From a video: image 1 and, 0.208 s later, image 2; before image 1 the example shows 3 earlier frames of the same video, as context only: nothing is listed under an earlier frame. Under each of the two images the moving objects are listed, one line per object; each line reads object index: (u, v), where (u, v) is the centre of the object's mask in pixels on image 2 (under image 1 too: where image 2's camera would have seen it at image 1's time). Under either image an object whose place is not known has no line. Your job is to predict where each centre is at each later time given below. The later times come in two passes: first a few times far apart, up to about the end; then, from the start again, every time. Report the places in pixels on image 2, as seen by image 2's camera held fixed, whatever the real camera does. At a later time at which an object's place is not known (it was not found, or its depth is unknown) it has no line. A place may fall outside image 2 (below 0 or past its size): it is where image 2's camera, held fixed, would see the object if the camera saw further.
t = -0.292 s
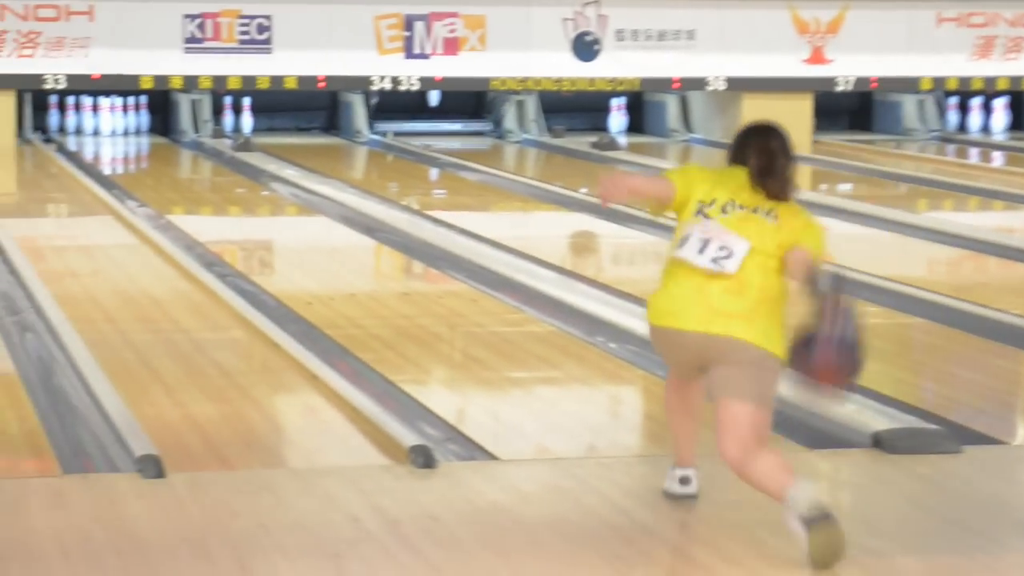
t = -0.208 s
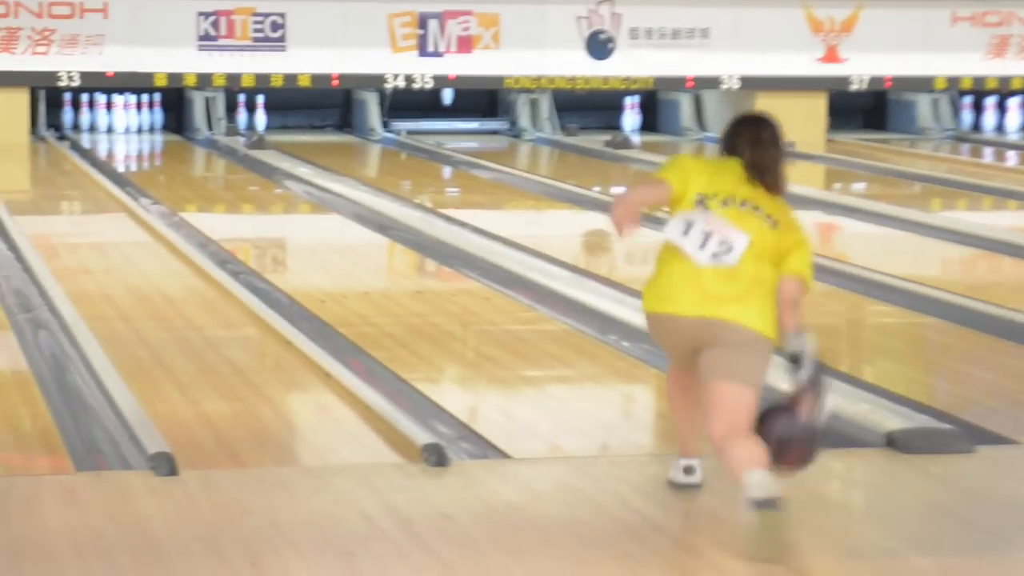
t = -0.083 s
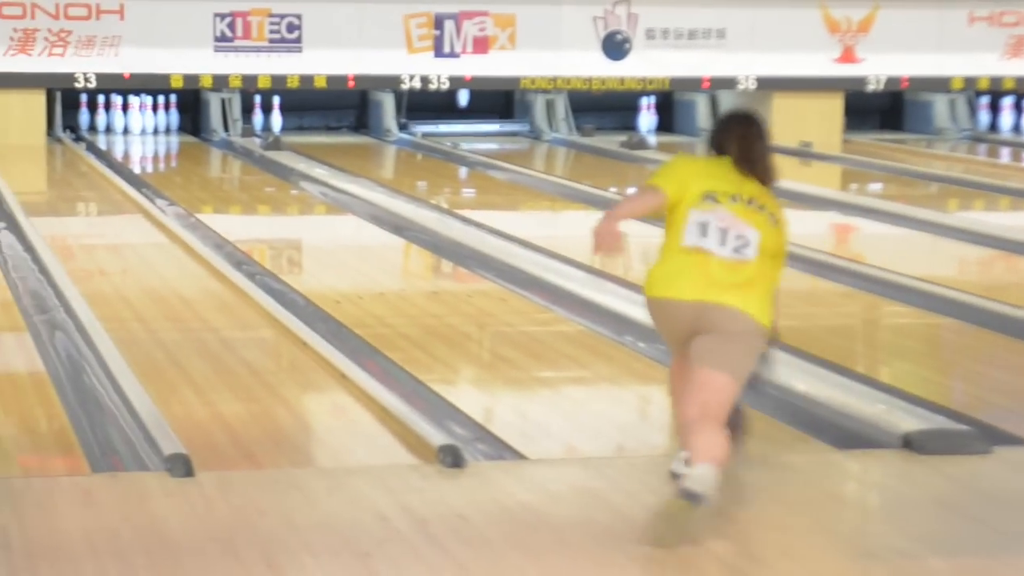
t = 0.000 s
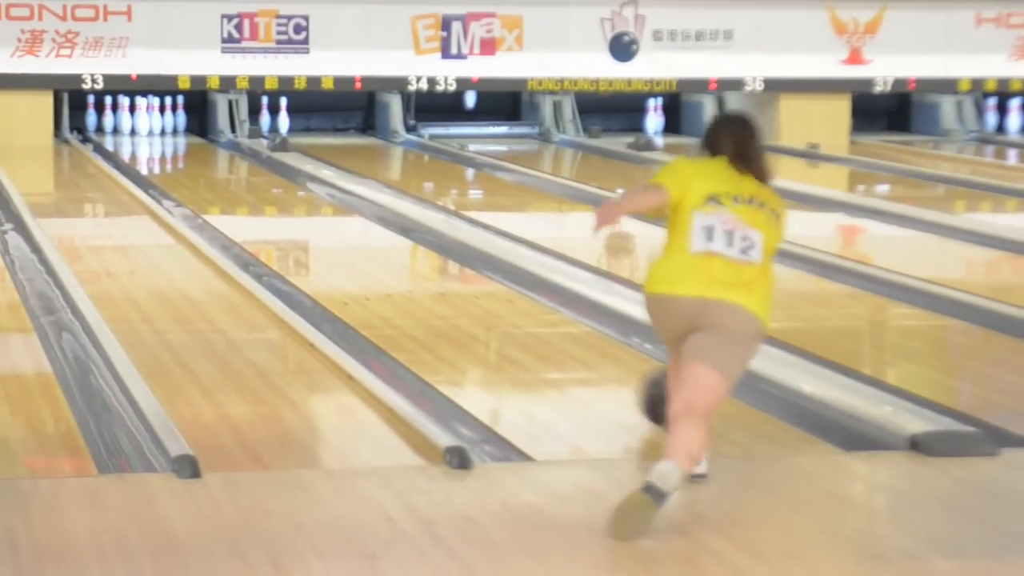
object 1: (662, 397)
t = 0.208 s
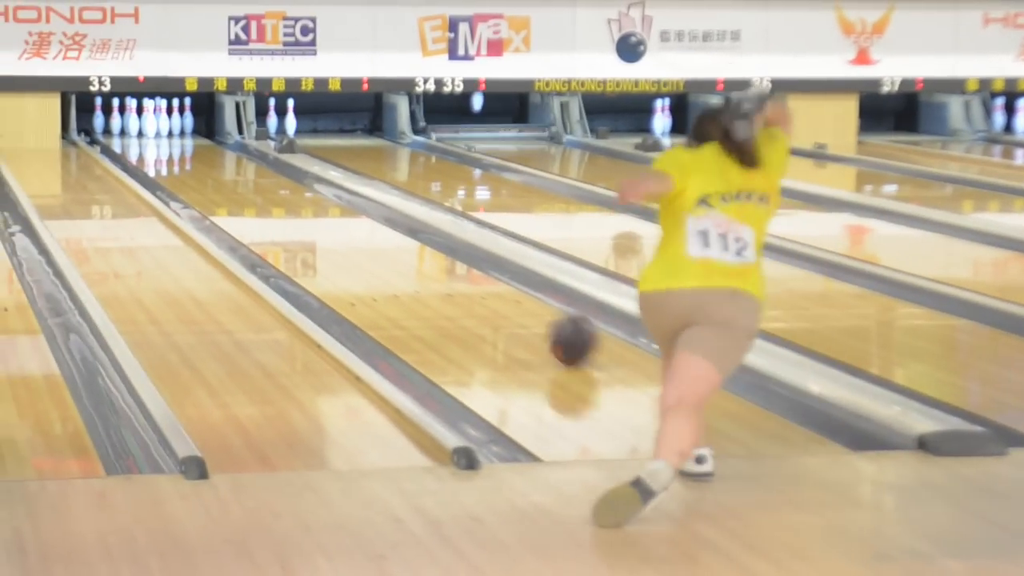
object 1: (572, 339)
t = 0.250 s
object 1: (555, 329)
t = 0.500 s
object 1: (470, 280)
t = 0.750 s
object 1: (405, 244)
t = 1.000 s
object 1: (354, 215)
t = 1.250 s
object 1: (313, 193)
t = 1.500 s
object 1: (277, 177)
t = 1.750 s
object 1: (248, 160)
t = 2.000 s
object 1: (220, 147)
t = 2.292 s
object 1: (188, 136)
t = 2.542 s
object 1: (162, 128)
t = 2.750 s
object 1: (159, 126)
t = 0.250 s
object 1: (555, 329)
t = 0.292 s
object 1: (539, 319)
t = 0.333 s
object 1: (524, 311)
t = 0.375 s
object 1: (509, 303)
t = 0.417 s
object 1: (495, 295)
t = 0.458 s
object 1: (482, 287)
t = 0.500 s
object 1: (470, 280)
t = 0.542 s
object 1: (458, 273)
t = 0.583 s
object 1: (446, 267)
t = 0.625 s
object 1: (435, 261)
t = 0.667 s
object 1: (424, 255)
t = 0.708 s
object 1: (415, 250)
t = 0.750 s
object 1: (405, 244)
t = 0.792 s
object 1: (396, 239)
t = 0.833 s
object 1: (386, 234)
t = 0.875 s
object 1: (378, 229)
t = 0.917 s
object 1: (369, 225)
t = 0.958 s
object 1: (362, 220)
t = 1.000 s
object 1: (354, 215)
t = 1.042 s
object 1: (347, 211)
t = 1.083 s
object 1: (339, 207)
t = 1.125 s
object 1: (332, 204)
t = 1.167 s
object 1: (326, 200)
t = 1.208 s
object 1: (319, 197)
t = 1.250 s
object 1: (313, 193)
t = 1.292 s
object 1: (307, 190)
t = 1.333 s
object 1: (301, 187)
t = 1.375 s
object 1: (295, 184)
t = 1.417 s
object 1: (288, 181)
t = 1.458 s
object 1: (282, 178)
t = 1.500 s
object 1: (277, 177)
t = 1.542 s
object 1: (272, 174)
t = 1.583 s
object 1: (268, 171)
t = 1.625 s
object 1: (262, 168)
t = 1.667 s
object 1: (258, 165)
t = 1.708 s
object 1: (251, 163)
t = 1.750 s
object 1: (248, 160)
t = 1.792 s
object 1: (243, 158)
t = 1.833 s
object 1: (238, 156)
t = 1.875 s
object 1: (235, 153)
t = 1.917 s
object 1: (229, 151)
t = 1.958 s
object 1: (223, 150)
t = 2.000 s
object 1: (220, 147)
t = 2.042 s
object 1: (215, 145)
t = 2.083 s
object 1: (212, 144)
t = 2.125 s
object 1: (206, 142)
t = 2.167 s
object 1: (202, 140)
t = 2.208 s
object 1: (198, 139)
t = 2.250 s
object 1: (194, 137)
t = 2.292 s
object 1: (188, 136)
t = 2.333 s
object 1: (183, 134)
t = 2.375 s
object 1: (179, 134)
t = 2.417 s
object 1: (174, 132)
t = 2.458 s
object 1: (168, 130)
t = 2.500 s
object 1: (164, 130)
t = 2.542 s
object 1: (162, 128)
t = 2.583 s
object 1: (161, 127)
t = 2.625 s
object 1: (161, 127)
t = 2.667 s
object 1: (161, 125)
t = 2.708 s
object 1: (160, 126)
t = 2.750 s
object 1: (159, 126)
